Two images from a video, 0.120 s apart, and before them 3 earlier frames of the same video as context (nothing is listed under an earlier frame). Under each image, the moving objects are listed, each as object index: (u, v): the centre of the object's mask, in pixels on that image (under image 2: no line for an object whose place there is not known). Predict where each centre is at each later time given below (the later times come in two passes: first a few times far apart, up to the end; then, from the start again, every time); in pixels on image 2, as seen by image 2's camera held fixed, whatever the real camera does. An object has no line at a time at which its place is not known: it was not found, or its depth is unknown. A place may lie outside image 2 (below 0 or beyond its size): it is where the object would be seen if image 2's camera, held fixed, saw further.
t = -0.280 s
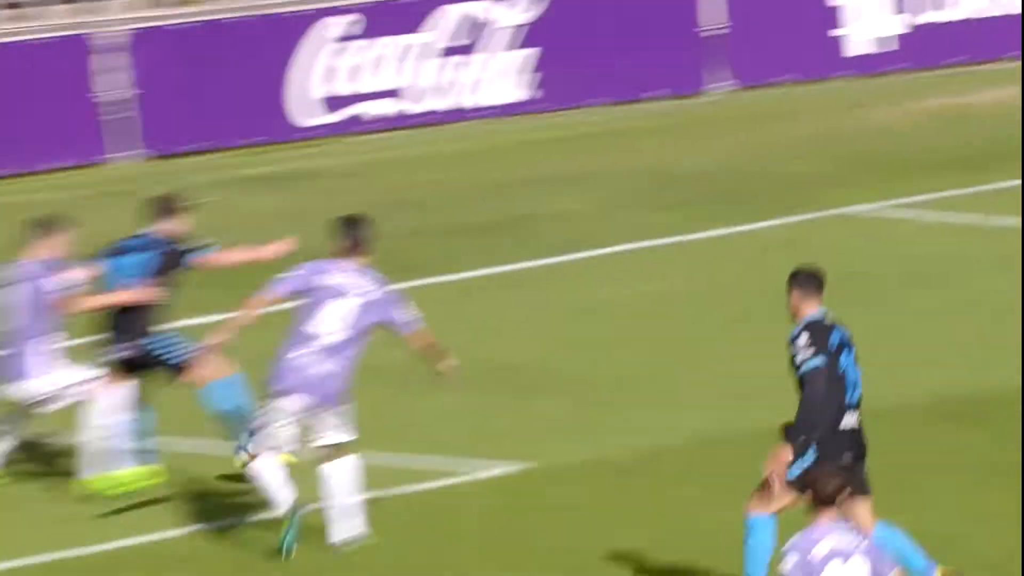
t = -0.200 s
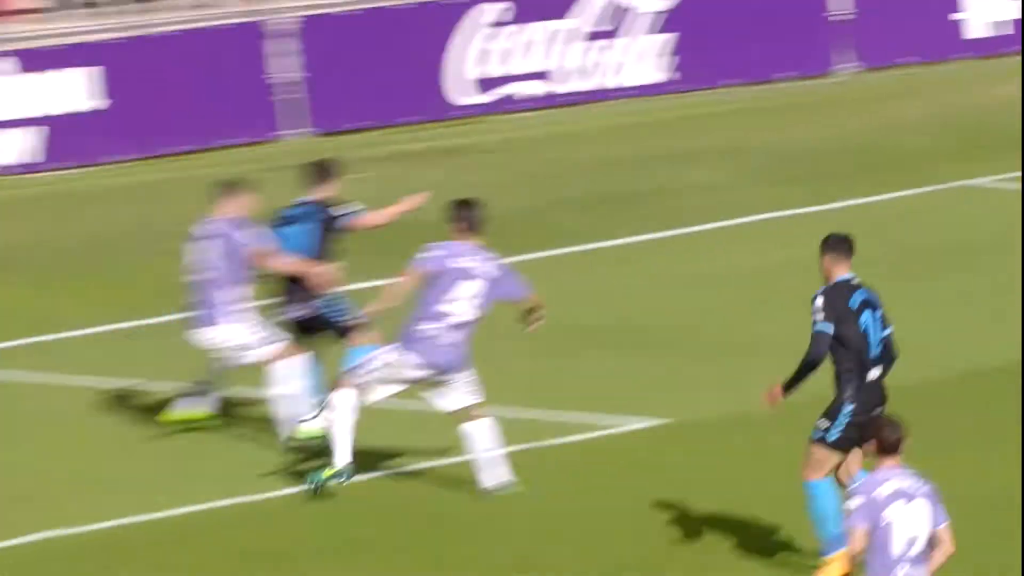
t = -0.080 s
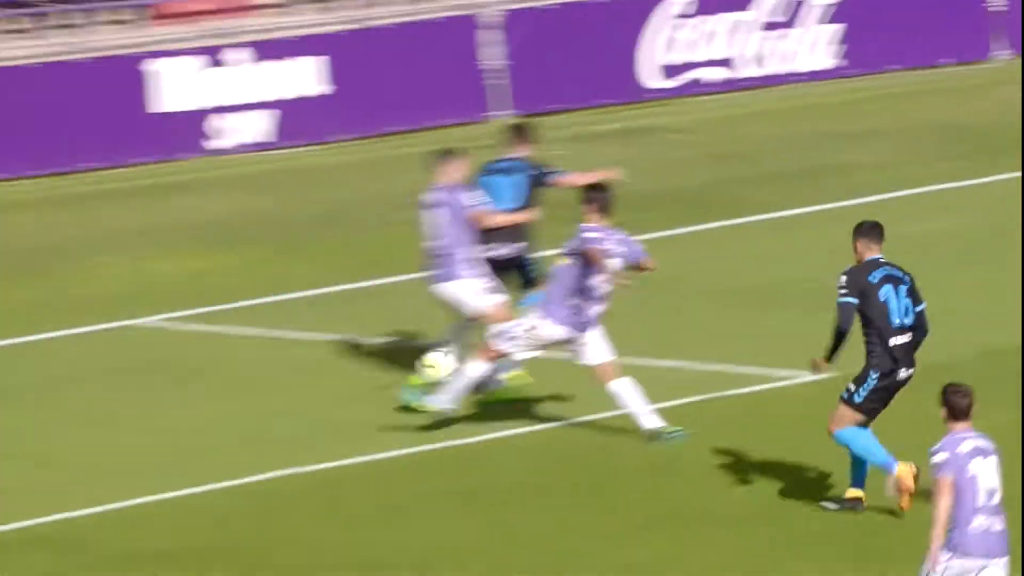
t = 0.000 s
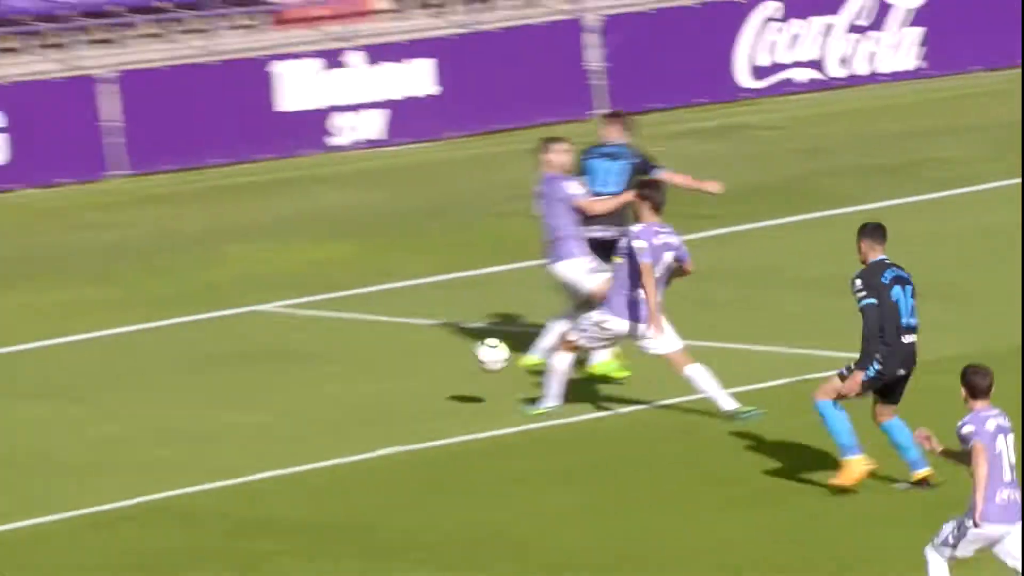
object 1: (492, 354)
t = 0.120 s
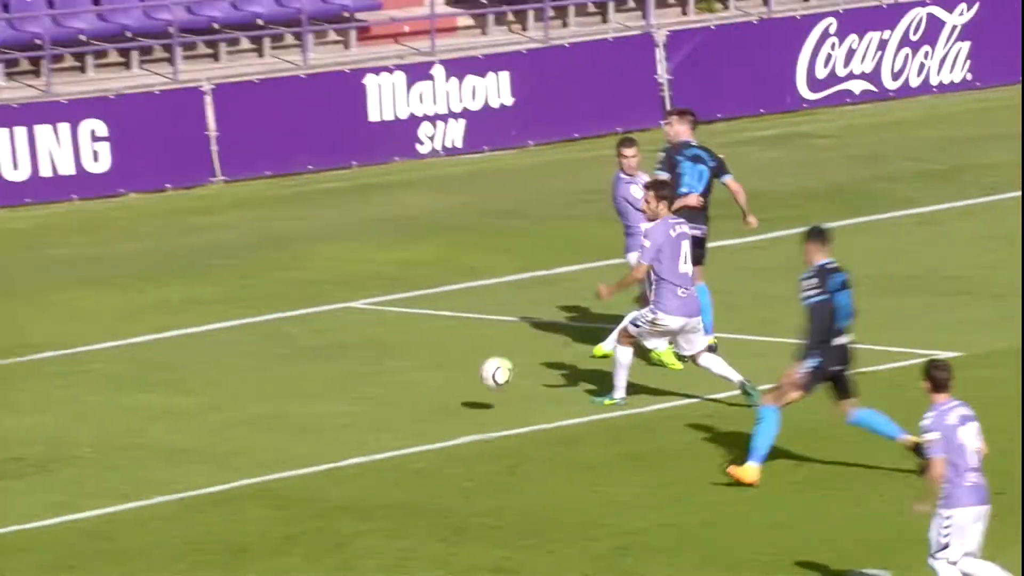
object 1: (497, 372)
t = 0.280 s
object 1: (404, 408)
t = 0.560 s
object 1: (246, 433)
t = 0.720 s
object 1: (153, 443)
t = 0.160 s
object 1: (473, 384)
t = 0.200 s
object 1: (450, 400)
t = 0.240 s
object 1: (426, 412)
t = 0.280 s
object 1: (404, 408)
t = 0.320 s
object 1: (382, 406)
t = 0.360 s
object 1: (359, 406)
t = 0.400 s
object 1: (338, 409)
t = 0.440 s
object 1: (314, 413)
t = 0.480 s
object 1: (292, 421)
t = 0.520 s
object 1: (269, 431)
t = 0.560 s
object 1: (246, 433)
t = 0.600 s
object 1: (222, 432)
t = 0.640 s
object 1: (199, 434)
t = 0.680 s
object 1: (176, 436)
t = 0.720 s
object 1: (153, 443)
